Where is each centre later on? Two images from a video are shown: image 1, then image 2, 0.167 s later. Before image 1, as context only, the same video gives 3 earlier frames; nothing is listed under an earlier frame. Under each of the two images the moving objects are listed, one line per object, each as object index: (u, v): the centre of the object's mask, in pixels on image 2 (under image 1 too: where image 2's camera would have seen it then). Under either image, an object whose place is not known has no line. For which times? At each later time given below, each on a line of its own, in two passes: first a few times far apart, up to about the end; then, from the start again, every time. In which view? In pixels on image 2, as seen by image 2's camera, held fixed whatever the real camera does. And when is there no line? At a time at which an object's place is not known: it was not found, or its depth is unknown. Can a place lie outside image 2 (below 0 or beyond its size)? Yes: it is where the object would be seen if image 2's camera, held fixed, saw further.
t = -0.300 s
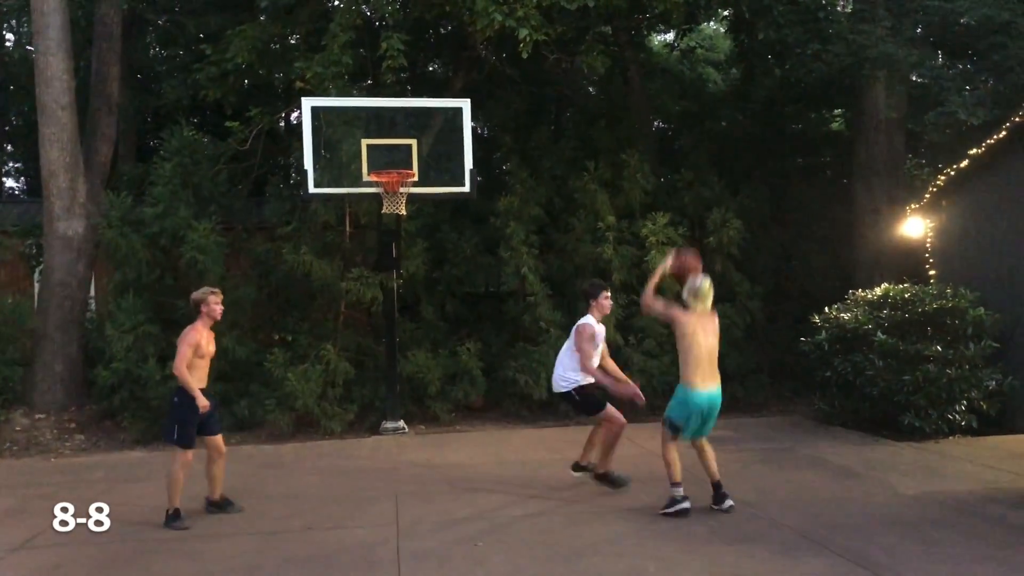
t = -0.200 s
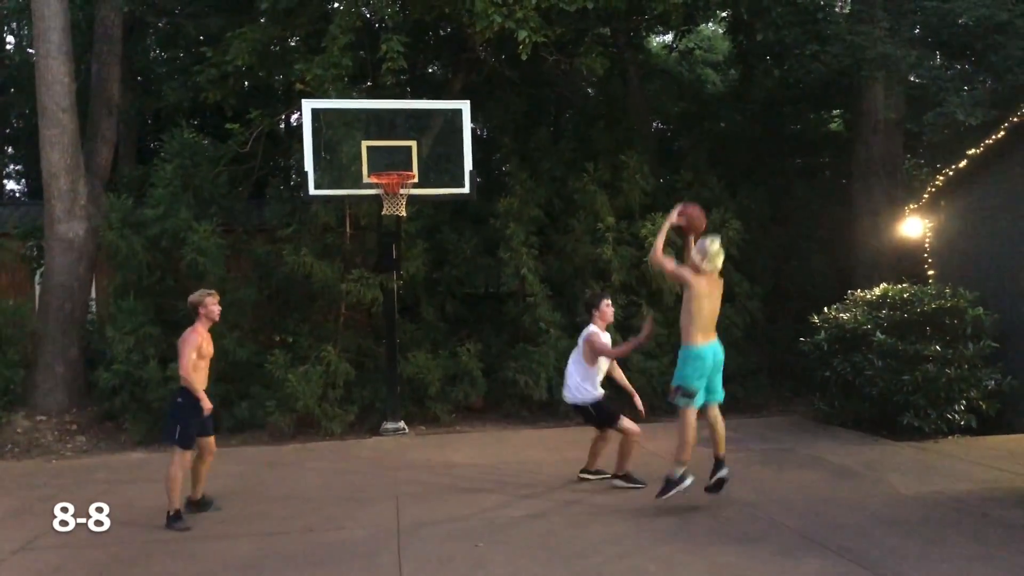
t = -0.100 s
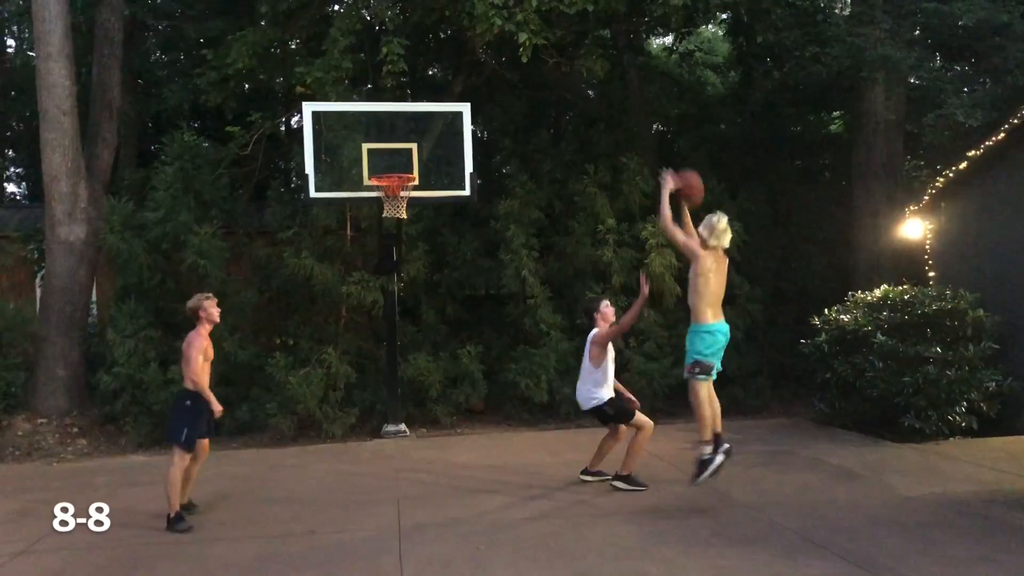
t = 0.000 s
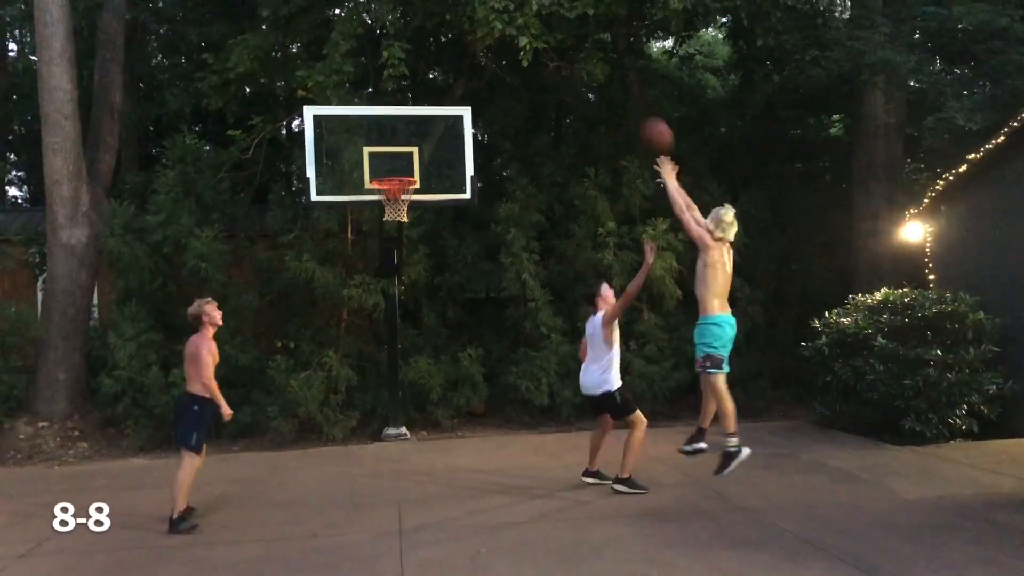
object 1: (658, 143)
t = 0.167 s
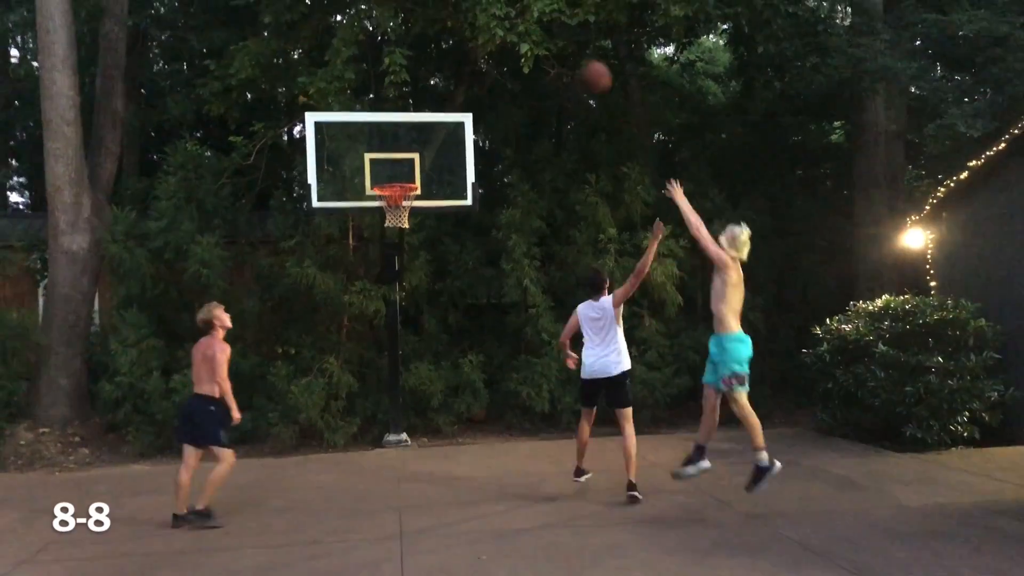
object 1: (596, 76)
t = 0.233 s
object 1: (574, 60)
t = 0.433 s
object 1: (517, 46)
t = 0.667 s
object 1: (461, 81)
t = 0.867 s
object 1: (423, 145)
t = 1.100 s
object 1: (384, 175)
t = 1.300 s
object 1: (403, 164)
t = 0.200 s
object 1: (585, 68)
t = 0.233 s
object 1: (574, 60)
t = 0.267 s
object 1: (563, 55)
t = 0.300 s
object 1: (553, 51)
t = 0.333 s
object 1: (543, 48)
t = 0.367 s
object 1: (533, 46)
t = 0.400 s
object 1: (524, 45)
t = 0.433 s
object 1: (517, 46)
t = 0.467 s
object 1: (508, 48)
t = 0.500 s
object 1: (499, 51)
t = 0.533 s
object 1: (491, 55)
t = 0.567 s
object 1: (483, 61)
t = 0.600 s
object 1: (475, 66)
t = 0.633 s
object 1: (468, 73)
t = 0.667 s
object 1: (461, 81)
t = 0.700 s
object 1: (454, 89)
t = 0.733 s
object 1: (448, 99)
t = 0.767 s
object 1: (441, 109)
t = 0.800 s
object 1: (434, 121)
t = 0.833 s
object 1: (428, 133)
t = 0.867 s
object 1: (423, 145)
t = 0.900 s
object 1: (417, 158)
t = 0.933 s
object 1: (409, 173)
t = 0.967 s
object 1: (404, 178)
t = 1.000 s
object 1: (395, 179)
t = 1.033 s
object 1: (388, 180)
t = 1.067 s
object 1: (385, 177)
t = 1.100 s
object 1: (384, 175)
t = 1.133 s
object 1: (389, 172)
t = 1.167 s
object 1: (391, 169)
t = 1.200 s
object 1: (393, 166)
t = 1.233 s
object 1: (396, 164)
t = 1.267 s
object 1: (400, 164)
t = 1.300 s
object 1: (403, 164)
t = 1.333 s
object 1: (407, 165)
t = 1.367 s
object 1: (411, 167)
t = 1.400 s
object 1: (414, 170)
